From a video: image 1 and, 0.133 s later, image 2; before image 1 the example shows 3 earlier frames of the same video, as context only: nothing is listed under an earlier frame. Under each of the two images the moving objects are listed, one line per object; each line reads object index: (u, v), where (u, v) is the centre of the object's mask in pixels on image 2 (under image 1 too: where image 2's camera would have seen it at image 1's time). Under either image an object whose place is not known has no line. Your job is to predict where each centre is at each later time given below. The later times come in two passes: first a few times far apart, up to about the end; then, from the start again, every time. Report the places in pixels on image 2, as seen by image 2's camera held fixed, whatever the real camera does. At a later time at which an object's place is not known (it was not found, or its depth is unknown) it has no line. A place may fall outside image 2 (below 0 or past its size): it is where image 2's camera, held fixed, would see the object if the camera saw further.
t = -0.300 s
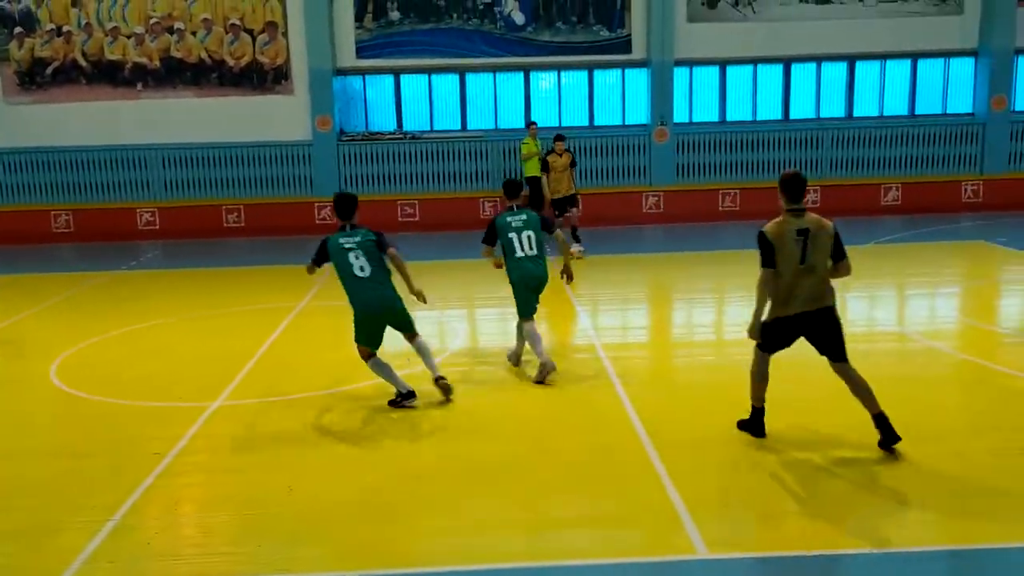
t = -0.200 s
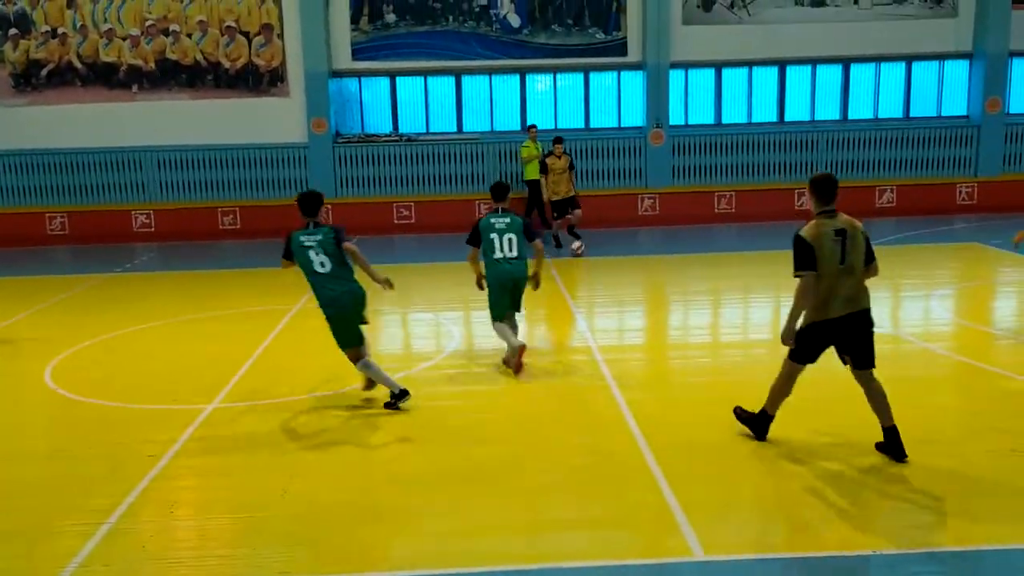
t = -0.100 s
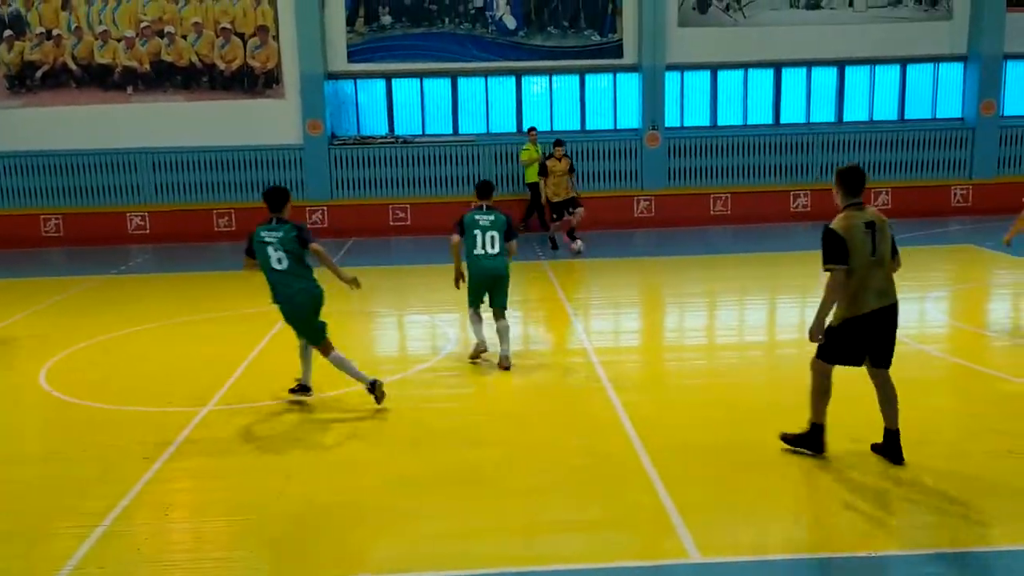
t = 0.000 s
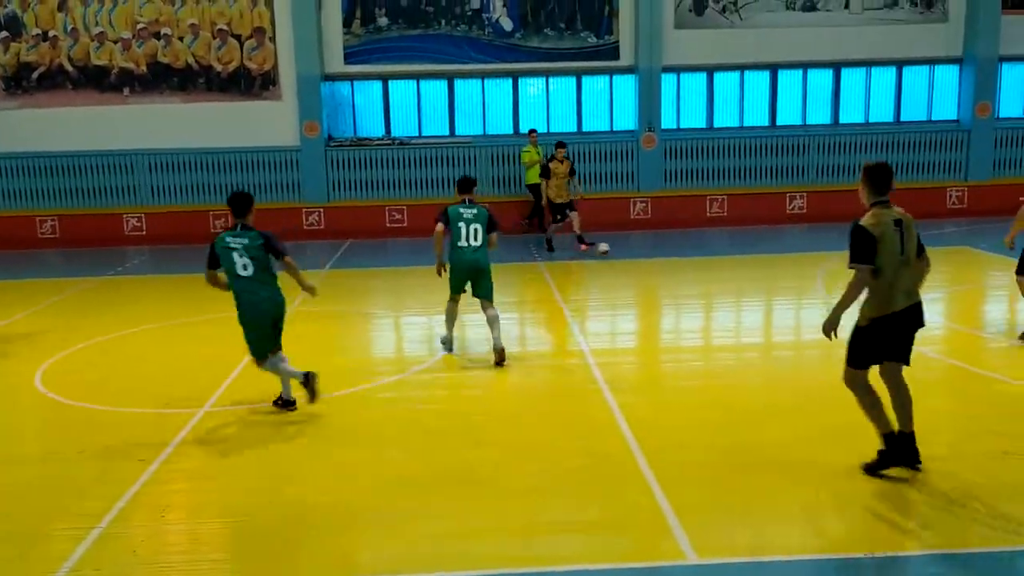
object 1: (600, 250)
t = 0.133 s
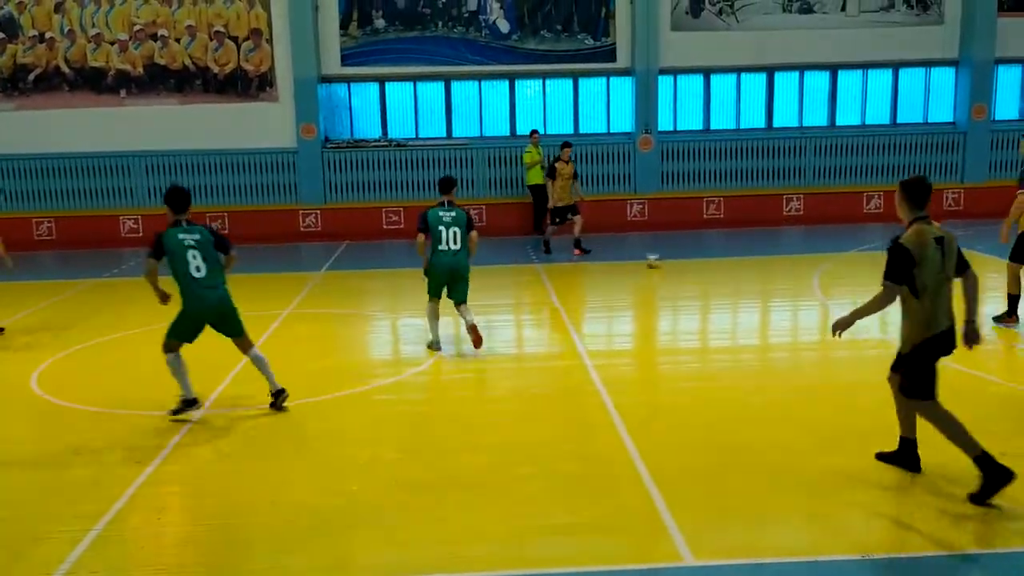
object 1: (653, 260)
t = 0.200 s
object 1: (679, 264)
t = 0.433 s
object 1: (772, 277)
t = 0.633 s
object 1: (853, 288)
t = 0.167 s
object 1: (666, 261)
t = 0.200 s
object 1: (679, 264)
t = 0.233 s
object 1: (692, 267)
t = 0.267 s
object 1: (705, 269)
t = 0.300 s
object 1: (719, 270)
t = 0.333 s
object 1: (732, 273)
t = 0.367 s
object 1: (746, 275)
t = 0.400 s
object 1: (759, 275)
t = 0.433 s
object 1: (772, 277)
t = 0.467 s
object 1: (786, 279)
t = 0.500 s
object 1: (800, 280)
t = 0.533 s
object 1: (813, 282)
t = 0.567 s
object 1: (826, 284)
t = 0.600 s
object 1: (840, 286)
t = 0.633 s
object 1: (853, 288)
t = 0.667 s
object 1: (866, 290)
